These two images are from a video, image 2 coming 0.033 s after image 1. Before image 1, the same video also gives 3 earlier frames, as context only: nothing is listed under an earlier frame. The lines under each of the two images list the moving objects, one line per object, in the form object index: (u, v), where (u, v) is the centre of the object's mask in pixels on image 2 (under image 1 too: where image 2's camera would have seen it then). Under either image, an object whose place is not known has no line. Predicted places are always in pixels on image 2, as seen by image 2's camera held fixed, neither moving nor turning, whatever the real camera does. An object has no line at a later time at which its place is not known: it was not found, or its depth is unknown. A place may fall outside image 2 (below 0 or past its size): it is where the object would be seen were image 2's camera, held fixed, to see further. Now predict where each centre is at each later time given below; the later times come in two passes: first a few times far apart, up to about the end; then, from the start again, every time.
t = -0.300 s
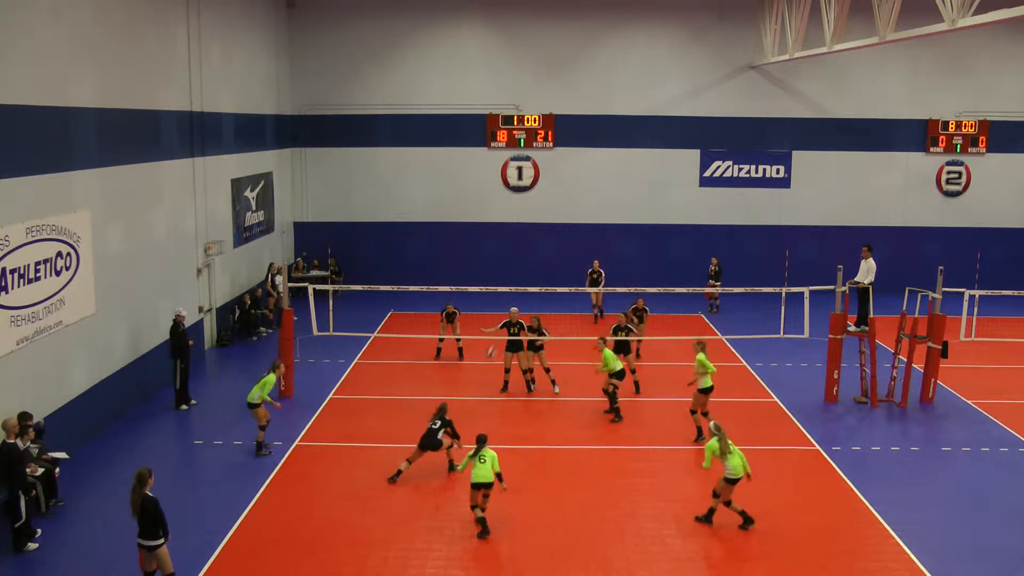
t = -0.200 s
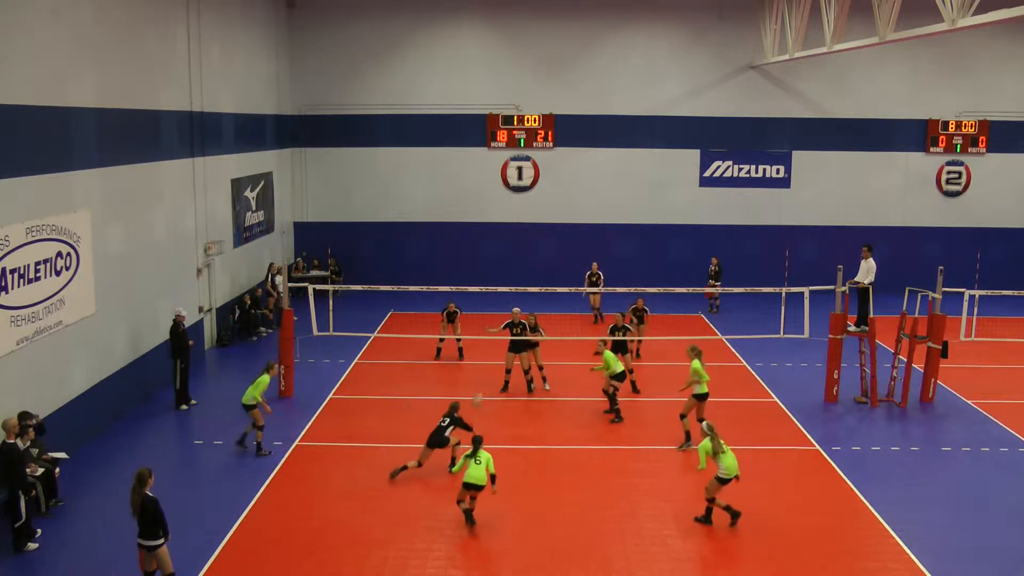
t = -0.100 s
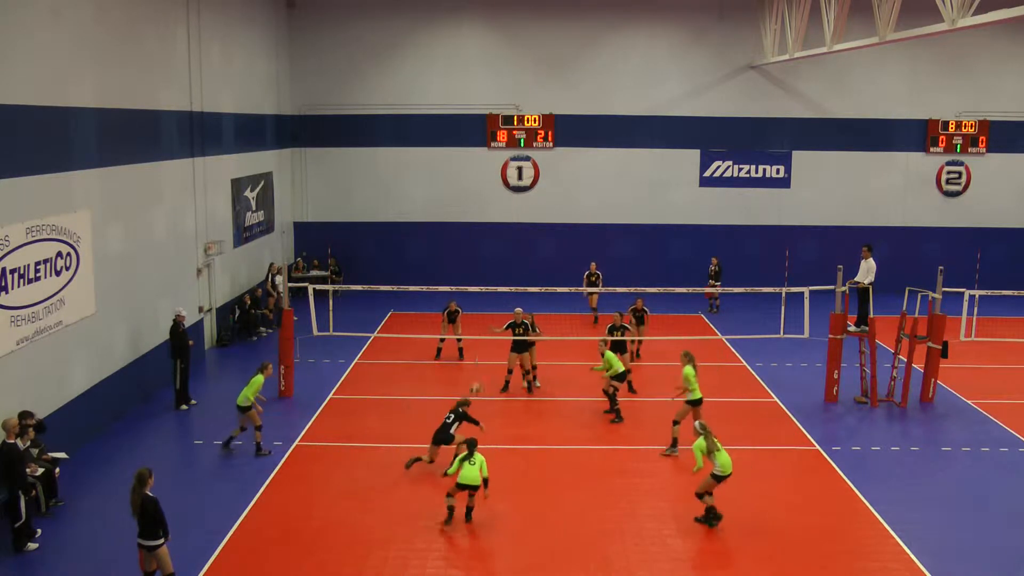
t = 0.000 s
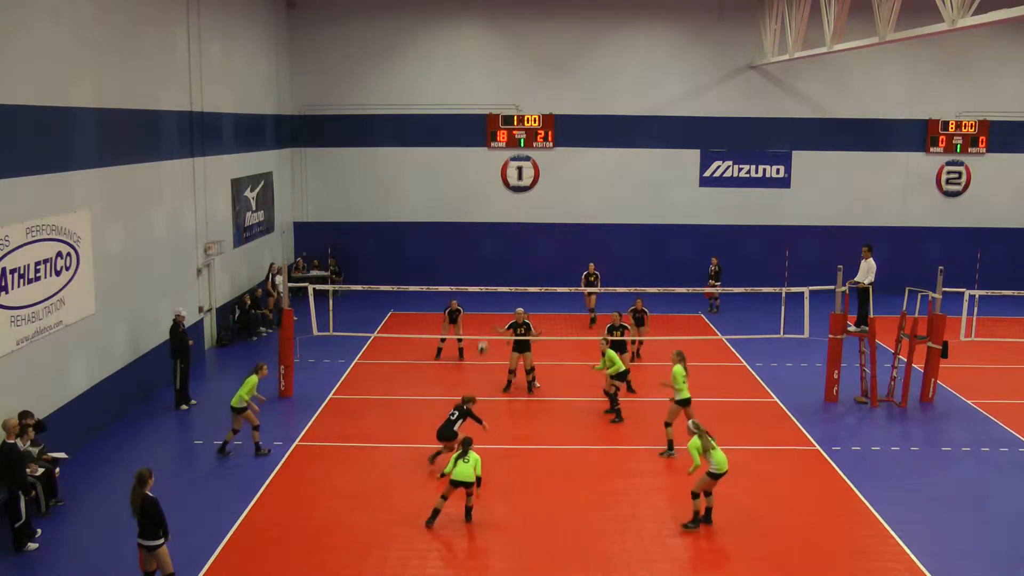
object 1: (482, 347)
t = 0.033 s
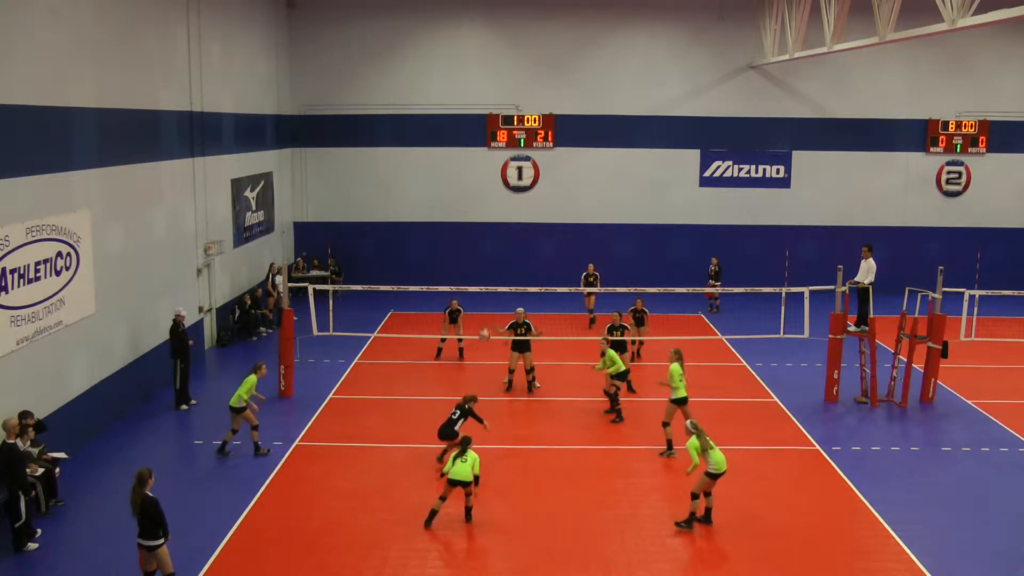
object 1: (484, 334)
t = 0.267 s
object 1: (498, 270)
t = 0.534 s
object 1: (512, 236)
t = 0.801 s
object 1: (525, 243)
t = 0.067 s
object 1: (486, 321)
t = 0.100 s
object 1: (488, 312)
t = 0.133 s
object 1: (490, 302)
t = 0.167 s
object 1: (492, 294)
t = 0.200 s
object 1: (495, 284)
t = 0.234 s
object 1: (497, 277)
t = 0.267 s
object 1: (498, 270)
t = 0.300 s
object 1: (500, 263)
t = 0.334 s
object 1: (501, 258)
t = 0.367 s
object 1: (504, 252)
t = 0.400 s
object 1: (506, 248)
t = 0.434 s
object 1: (507, 244)
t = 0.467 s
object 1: (509, 240)
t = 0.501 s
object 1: (511, 238)
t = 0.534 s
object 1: (512, 236)
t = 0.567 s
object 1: (514, 235)
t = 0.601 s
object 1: (516, 234)
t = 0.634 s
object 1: (517, 234)
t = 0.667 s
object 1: (518, 235)
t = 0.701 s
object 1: (521, 236)
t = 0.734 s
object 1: (522, 238)
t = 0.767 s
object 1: (523, 240)
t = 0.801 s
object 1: (525, 243)
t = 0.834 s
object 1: (527, 247)
